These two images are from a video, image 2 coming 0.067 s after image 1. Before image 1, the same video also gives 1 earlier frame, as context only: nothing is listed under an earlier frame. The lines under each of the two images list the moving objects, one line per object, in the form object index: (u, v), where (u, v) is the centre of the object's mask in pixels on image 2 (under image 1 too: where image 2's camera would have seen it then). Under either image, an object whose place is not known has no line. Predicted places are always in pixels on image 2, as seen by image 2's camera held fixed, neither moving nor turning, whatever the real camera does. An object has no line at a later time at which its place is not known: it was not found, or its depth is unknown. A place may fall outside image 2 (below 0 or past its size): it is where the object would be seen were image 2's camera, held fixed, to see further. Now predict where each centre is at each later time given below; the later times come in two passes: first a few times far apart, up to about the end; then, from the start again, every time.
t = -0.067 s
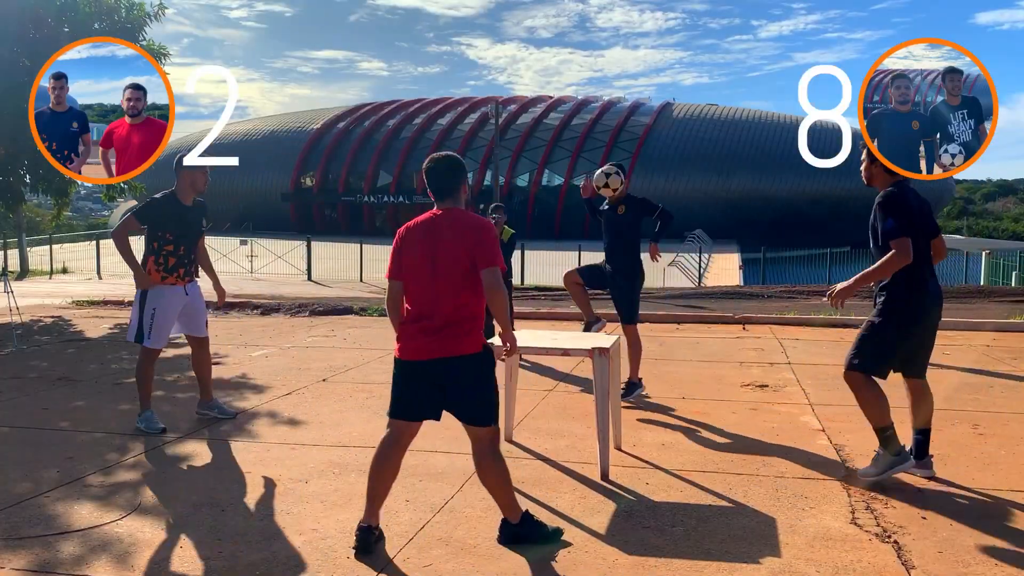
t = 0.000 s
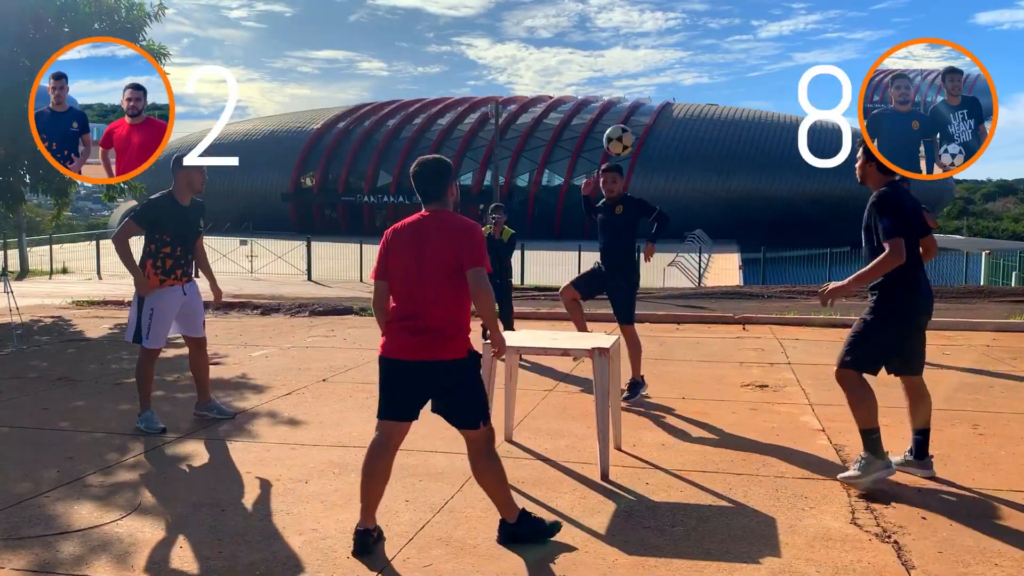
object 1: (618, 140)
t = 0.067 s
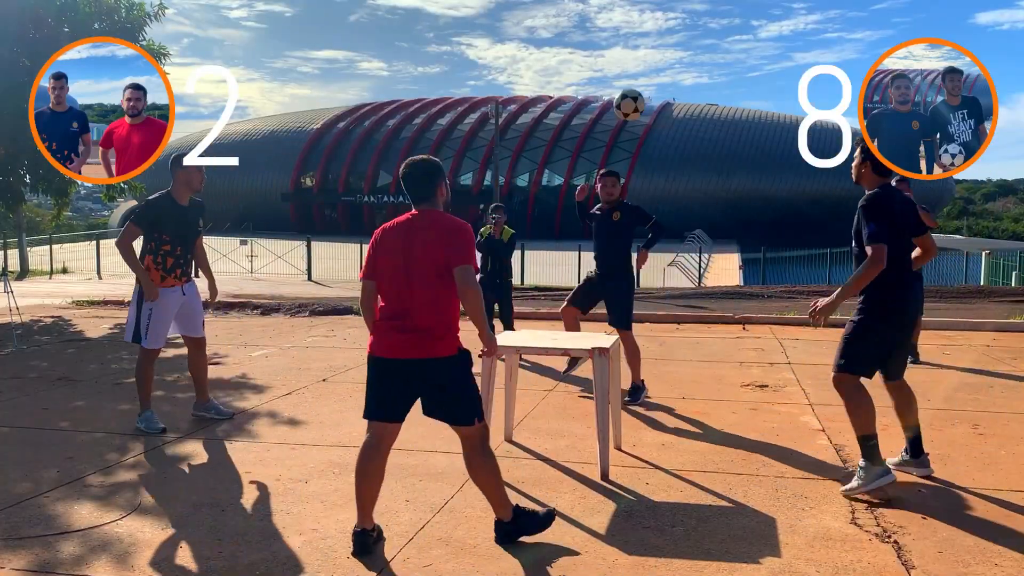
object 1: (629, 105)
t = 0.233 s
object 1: (655, 41)
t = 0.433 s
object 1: (686, 17)
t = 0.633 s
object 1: (715, 54)
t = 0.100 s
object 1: (635, 89)
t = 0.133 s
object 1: (640, 75)
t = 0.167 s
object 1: (645, 62)
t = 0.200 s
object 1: (650, 51)
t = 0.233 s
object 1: (655, 41)
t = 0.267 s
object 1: (660, 33)
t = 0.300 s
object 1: (665, 26)
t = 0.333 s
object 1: (670, 22)
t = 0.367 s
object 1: (676, 18)
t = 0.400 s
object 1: (681, 17)
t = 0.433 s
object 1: (686, 17)
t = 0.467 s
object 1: (690, 19)
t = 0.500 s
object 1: (696, 22)
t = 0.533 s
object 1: (701, 28)
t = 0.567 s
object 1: (705, 35)
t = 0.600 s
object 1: (710, 43)
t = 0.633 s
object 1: (715, 54)
